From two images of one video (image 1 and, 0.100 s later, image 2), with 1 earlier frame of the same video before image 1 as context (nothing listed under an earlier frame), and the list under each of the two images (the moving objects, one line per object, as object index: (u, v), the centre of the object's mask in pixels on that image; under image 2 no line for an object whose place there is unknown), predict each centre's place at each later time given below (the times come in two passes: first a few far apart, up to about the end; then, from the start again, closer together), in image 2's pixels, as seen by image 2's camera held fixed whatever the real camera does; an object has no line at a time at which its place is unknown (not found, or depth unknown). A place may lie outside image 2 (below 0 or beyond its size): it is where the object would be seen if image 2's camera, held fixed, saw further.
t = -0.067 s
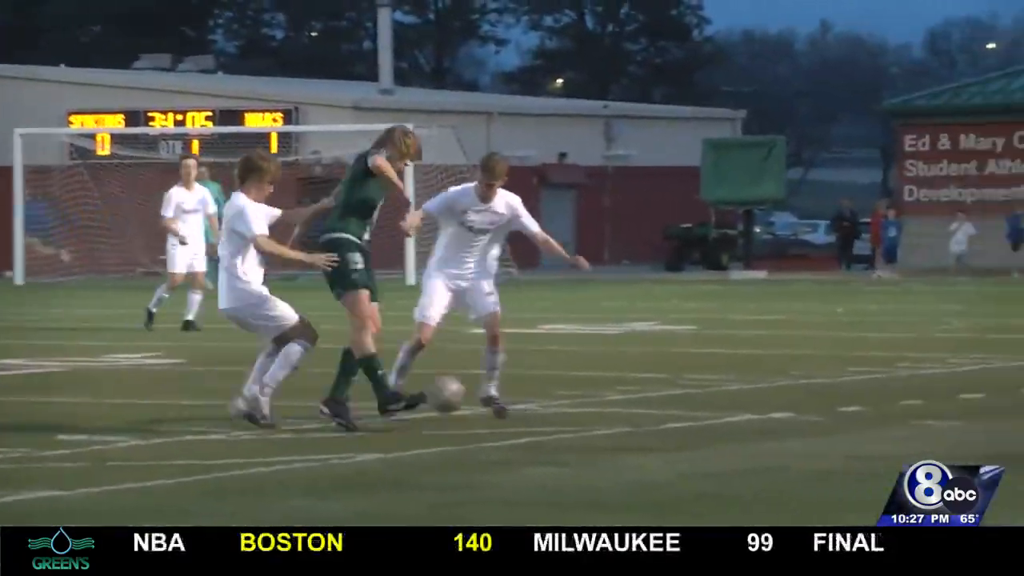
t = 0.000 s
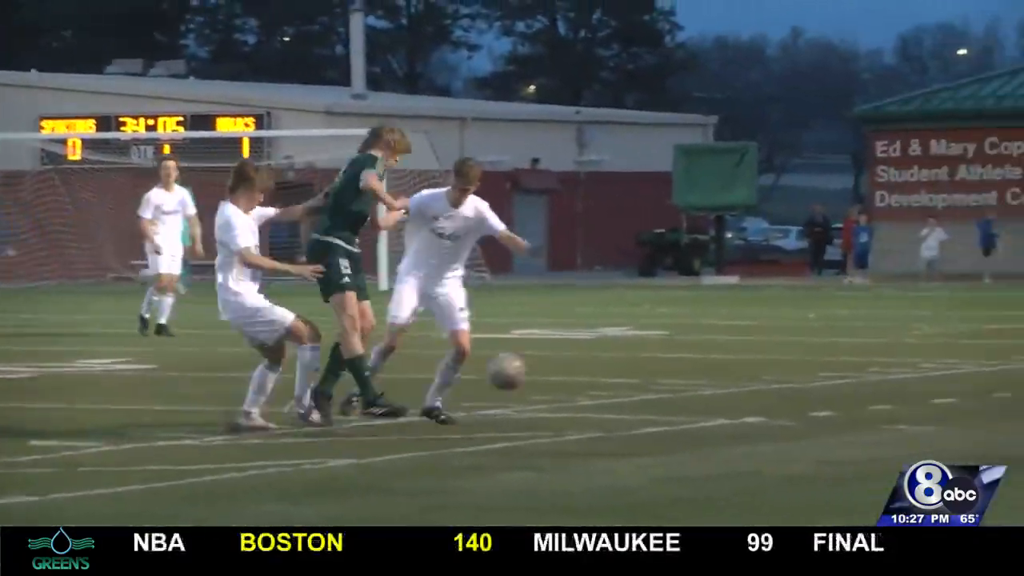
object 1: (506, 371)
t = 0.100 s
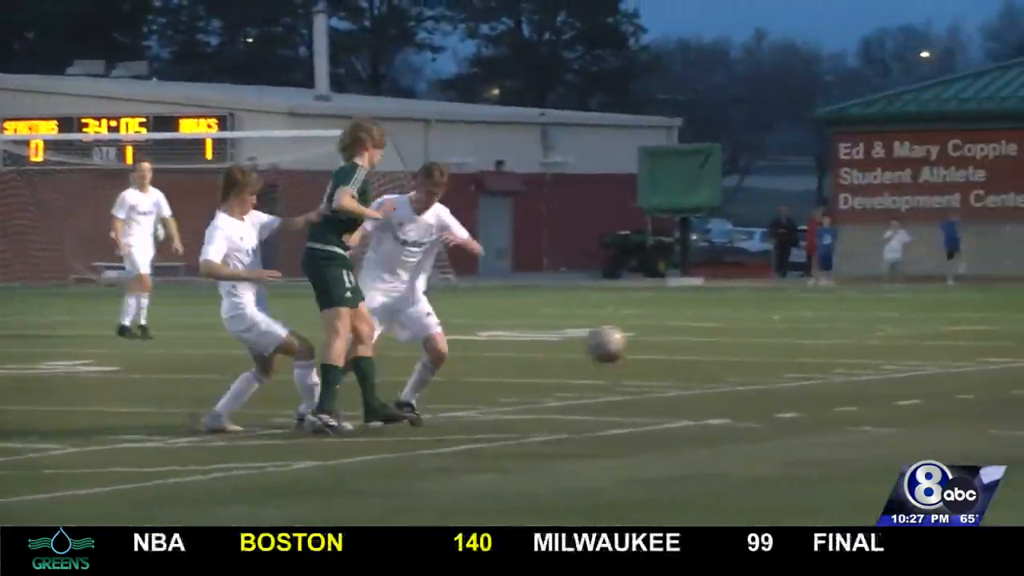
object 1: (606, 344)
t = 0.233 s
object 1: (790, 331)
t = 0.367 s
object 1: (986, 350)
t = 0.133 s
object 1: (651, 338)
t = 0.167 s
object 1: (697, 335)
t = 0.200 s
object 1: (742, 331)
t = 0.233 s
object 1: (790, 331)
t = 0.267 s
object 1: (838, 334)
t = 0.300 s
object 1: (886, 337)
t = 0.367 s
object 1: (986, 350)
